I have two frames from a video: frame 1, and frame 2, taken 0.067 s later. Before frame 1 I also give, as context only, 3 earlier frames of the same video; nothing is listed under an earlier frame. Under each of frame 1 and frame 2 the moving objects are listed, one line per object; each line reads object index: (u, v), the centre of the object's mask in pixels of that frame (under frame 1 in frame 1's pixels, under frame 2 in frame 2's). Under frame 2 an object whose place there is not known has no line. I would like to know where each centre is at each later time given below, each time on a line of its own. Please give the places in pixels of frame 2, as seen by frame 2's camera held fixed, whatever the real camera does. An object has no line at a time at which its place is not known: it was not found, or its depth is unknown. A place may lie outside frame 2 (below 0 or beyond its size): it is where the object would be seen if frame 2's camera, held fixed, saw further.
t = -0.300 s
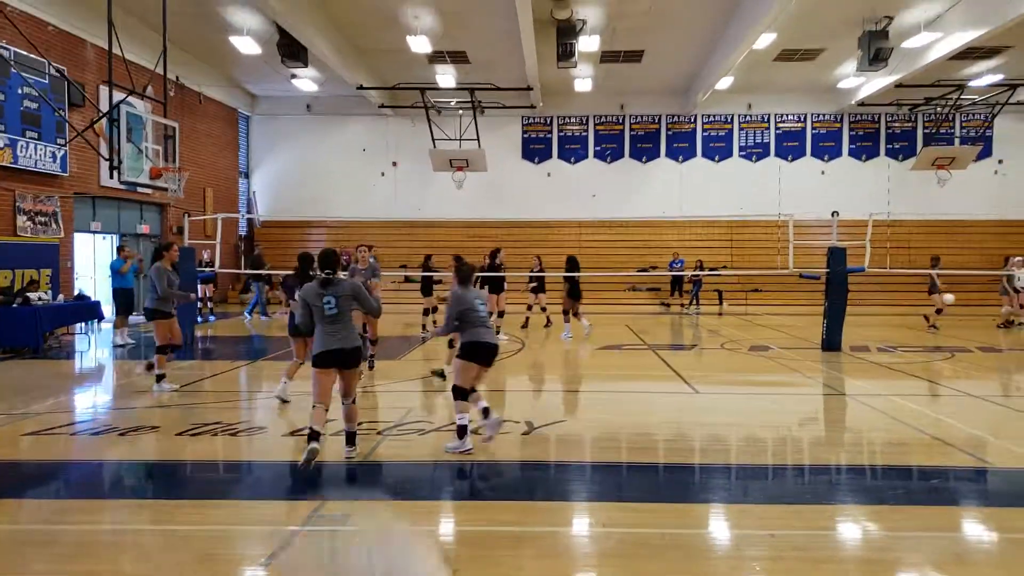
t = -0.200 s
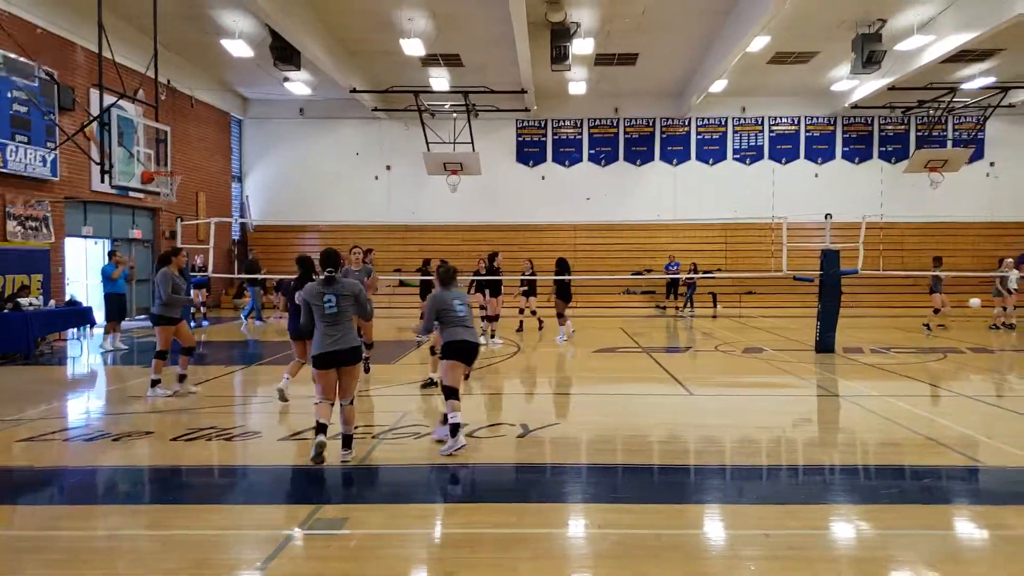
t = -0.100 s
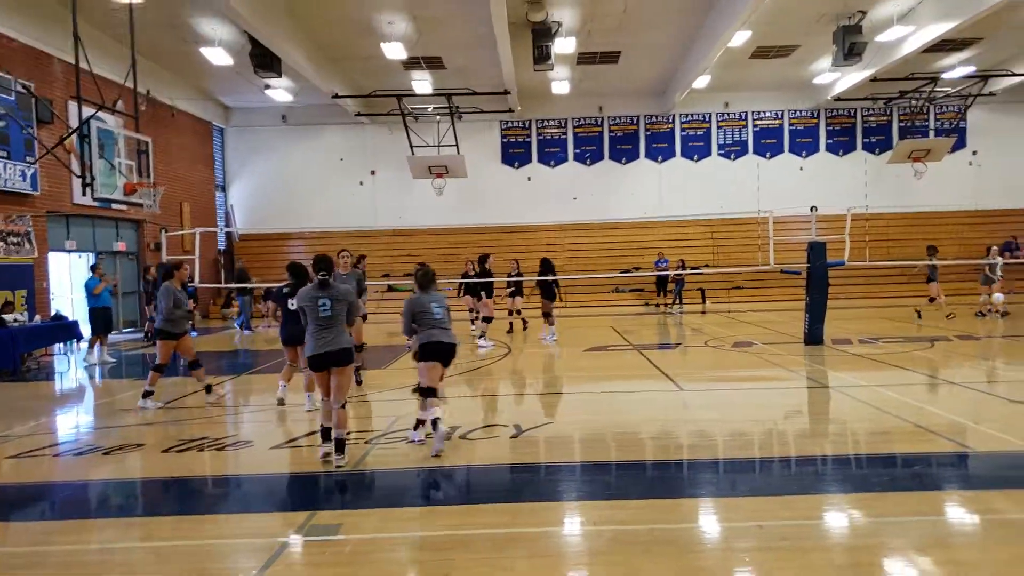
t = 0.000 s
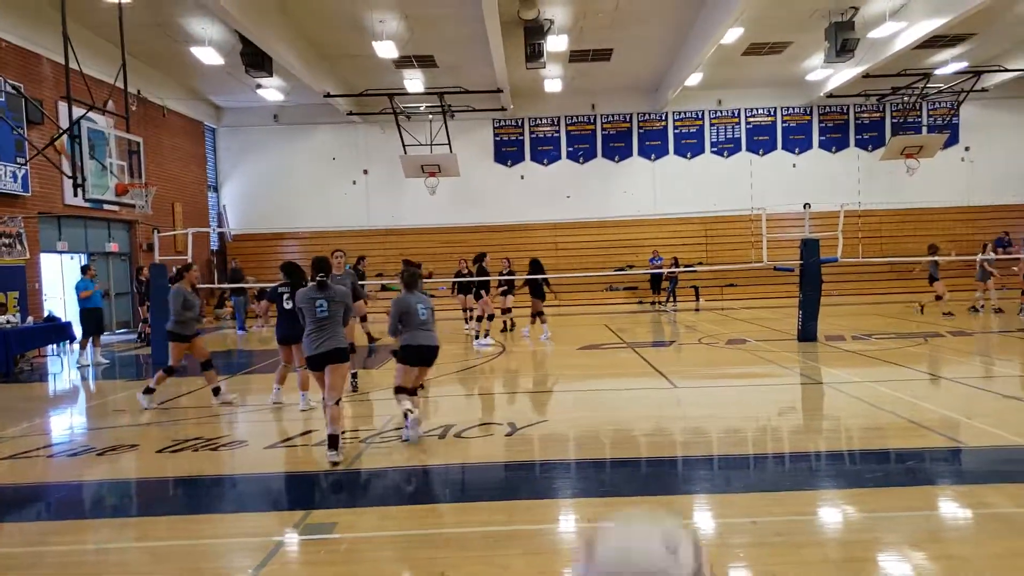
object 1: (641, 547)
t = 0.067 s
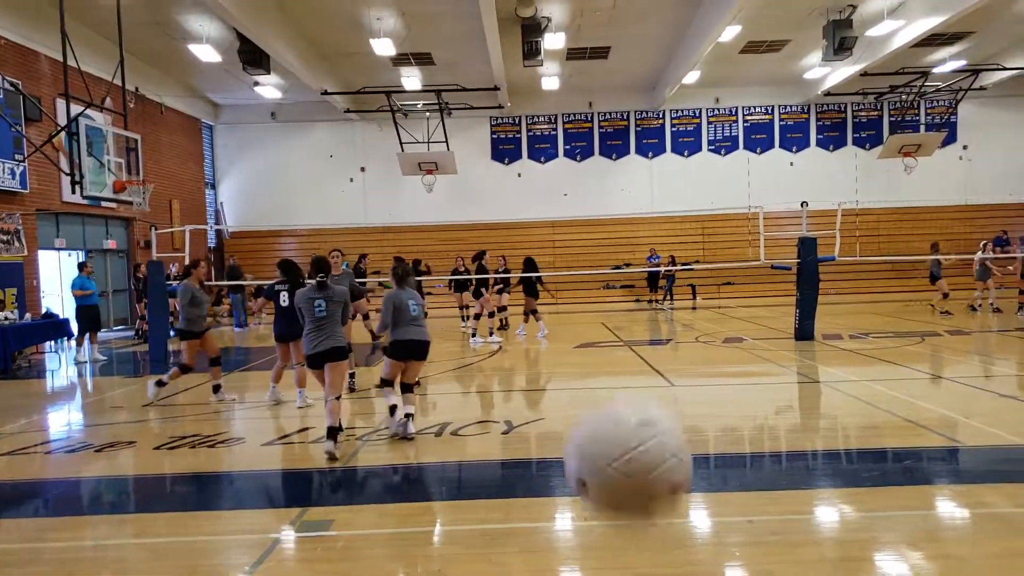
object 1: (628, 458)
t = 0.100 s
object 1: (625, 418)
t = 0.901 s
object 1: (609, 492)
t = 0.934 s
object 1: (607, 471)
